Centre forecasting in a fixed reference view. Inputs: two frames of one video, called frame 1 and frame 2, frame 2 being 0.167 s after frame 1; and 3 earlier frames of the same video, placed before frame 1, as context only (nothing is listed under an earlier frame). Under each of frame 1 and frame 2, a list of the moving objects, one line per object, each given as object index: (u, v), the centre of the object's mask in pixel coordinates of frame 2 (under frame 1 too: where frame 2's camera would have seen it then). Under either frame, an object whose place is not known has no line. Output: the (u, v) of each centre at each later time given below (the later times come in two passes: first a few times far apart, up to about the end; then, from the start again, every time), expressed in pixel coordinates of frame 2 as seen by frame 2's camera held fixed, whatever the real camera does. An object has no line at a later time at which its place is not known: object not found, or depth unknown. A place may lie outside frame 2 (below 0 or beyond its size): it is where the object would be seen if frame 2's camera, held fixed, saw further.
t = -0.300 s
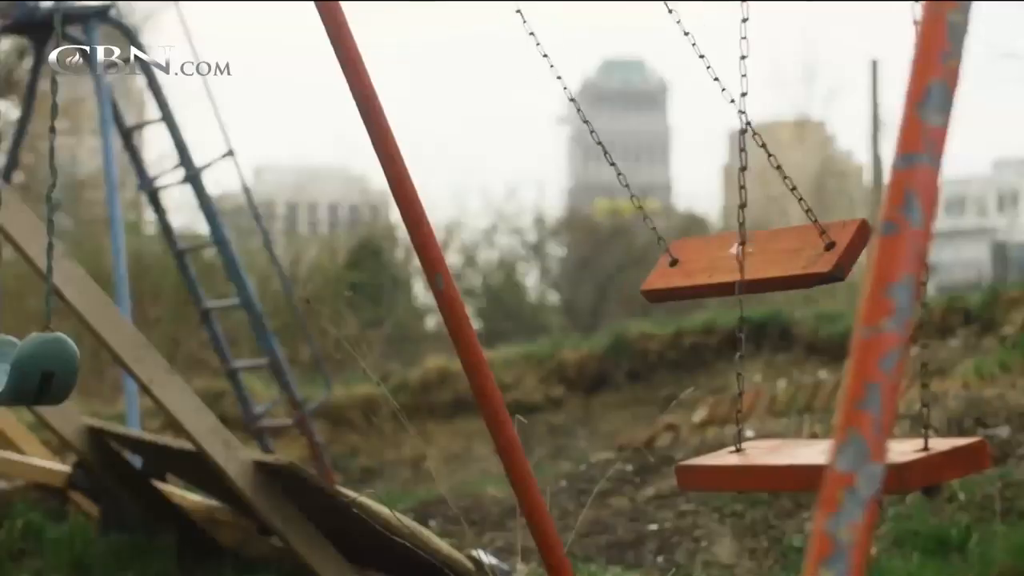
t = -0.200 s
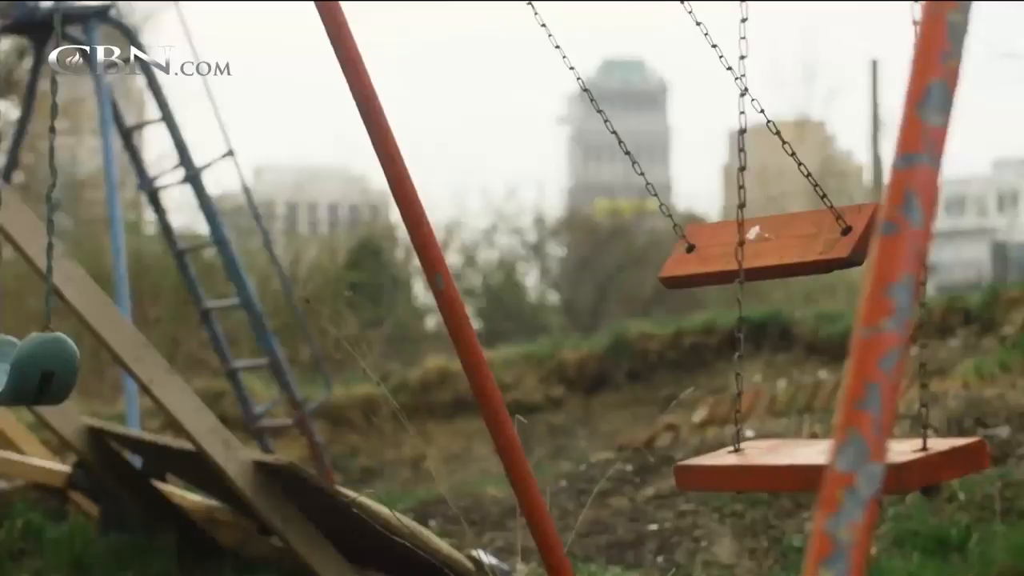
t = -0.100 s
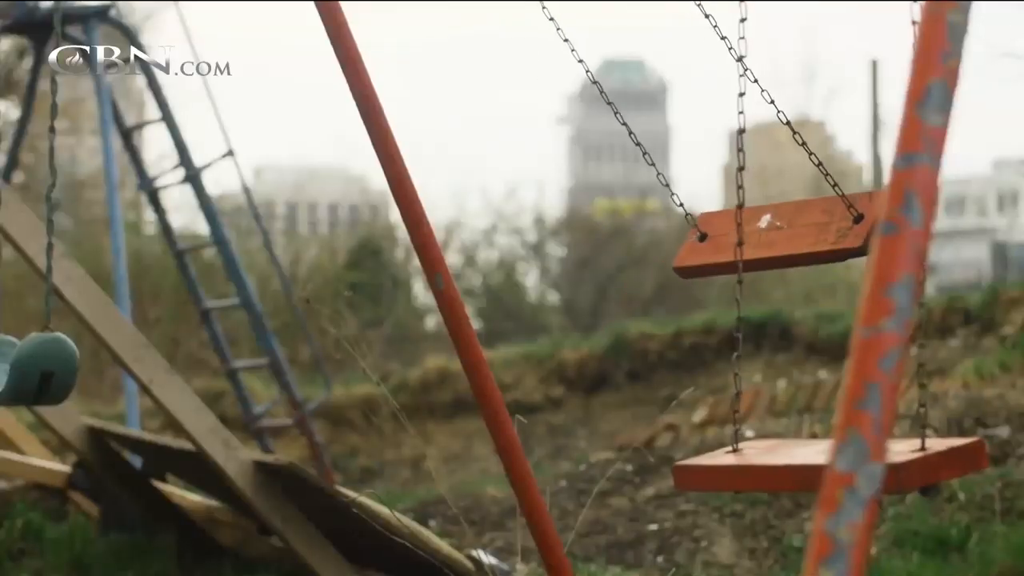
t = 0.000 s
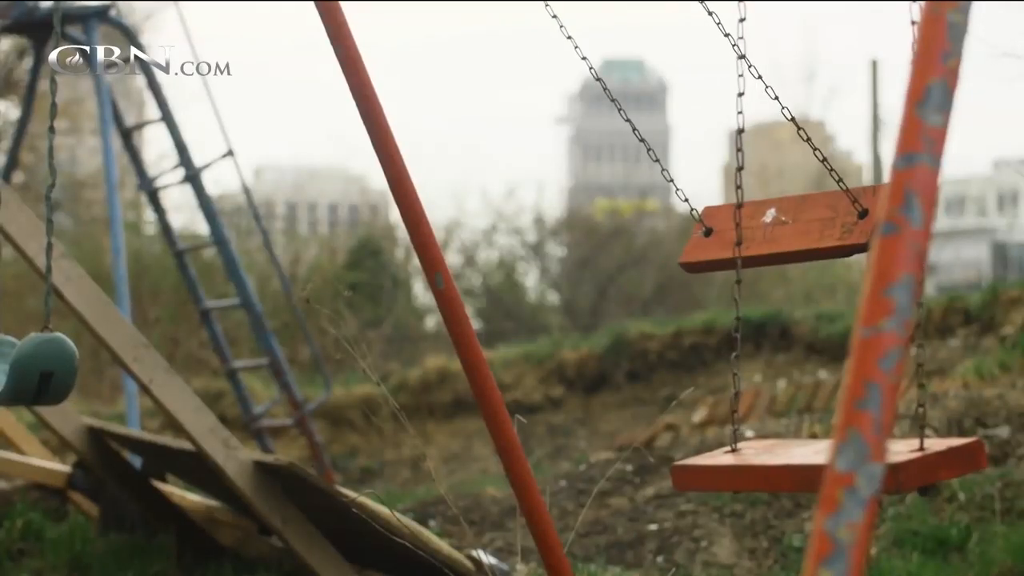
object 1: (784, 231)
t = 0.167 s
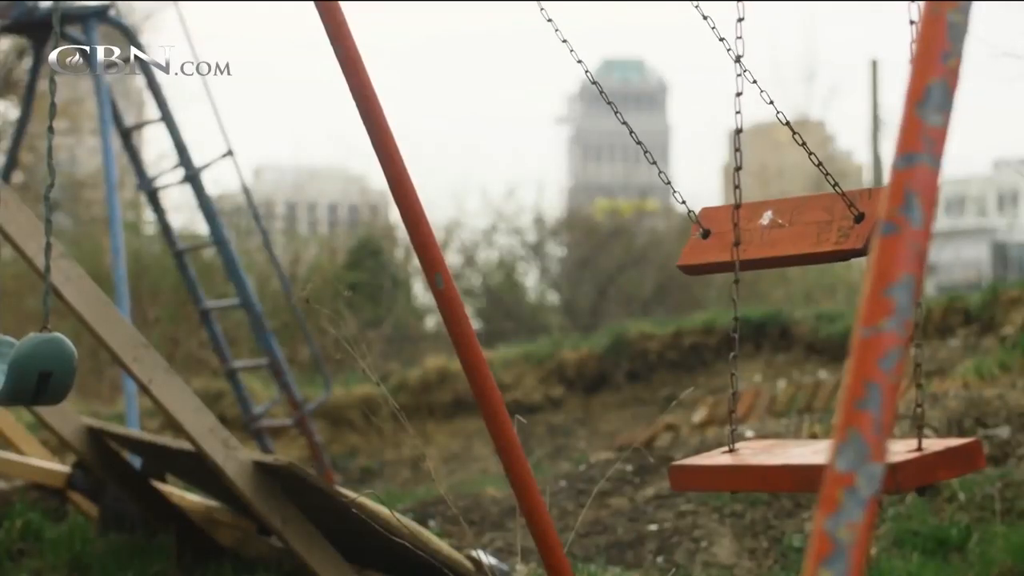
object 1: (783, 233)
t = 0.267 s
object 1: (776, 242)
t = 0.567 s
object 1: (710, 300)
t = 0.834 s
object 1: (604, 365)
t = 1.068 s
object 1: (464, 413)
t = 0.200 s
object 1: (780, 236)
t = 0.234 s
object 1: (778, 239)
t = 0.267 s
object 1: (776, 242)
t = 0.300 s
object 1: (773, 246)
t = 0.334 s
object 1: (769, 251)
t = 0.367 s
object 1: (764, 257)
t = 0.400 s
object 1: (757, 264)
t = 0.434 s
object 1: (752, 268)
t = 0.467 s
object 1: (743, 276)
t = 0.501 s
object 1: (735, 284)
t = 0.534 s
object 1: (722, 291)
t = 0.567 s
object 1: (710, 300)
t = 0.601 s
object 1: (701, 305)
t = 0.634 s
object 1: (689, 315)
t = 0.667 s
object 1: (675, 323)
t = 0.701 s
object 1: (661, 332)
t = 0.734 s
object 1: (636, 342)
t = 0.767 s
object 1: (631, 348)
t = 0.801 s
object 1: (620, 356)
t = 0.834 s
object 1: (604, 365)
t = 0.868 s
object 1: (584, 373)
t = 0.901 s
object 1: (565, 381)
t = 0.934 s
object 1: (552, 387)
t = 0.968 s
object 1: (531, 394)
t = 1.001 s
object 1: (509, 401)
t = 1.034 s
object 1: (487, 407)
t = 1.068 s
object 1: (464, 413)
